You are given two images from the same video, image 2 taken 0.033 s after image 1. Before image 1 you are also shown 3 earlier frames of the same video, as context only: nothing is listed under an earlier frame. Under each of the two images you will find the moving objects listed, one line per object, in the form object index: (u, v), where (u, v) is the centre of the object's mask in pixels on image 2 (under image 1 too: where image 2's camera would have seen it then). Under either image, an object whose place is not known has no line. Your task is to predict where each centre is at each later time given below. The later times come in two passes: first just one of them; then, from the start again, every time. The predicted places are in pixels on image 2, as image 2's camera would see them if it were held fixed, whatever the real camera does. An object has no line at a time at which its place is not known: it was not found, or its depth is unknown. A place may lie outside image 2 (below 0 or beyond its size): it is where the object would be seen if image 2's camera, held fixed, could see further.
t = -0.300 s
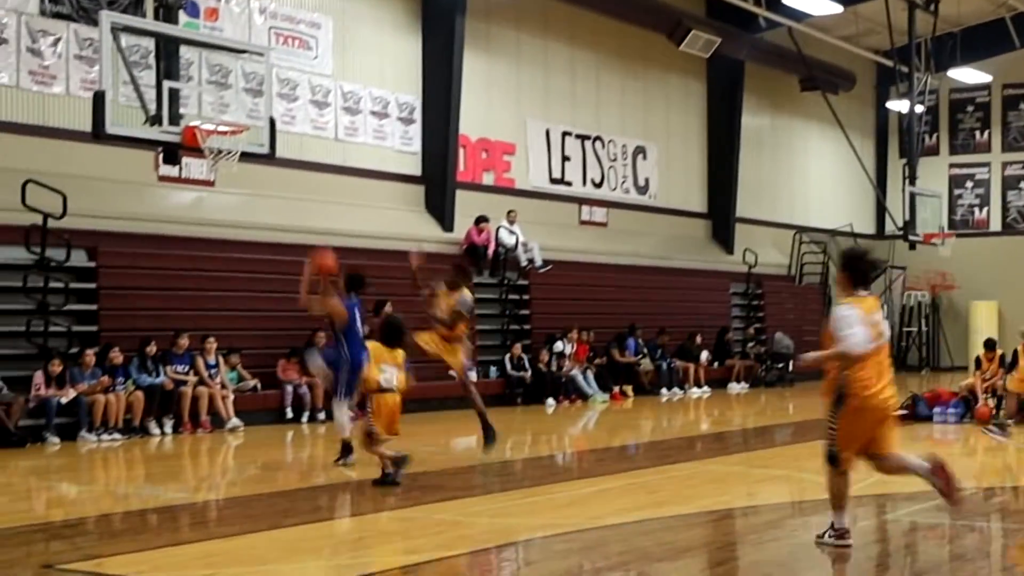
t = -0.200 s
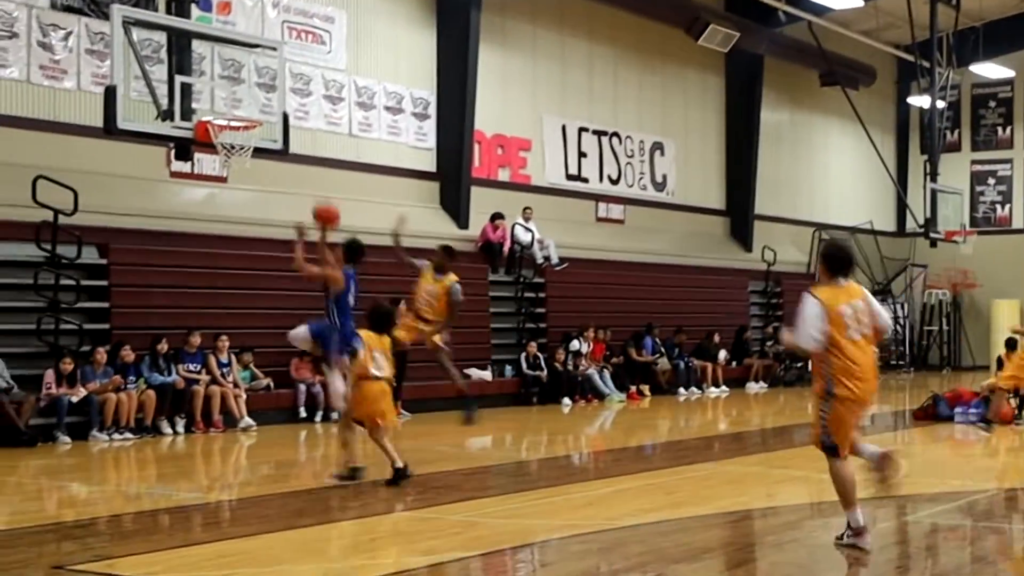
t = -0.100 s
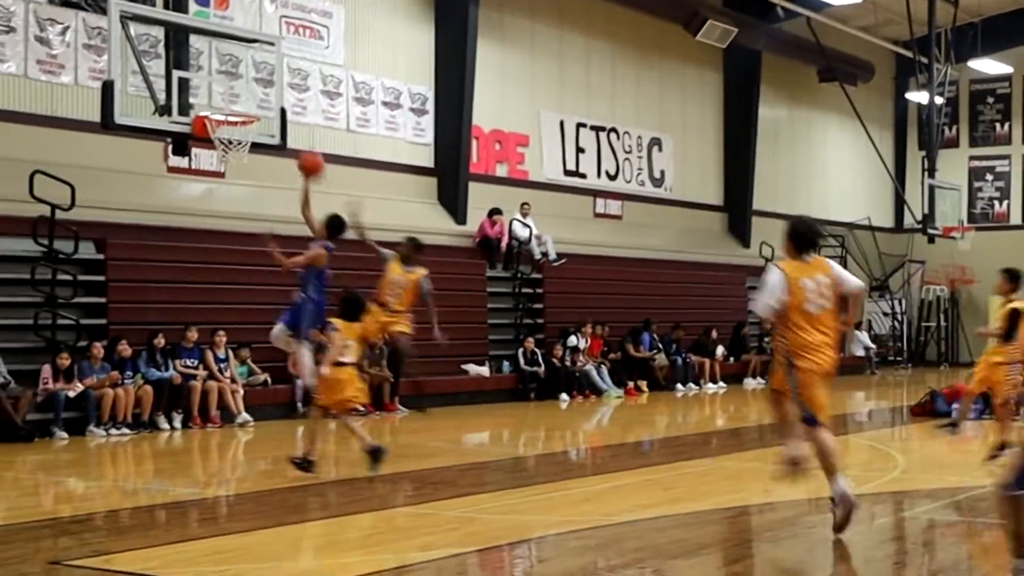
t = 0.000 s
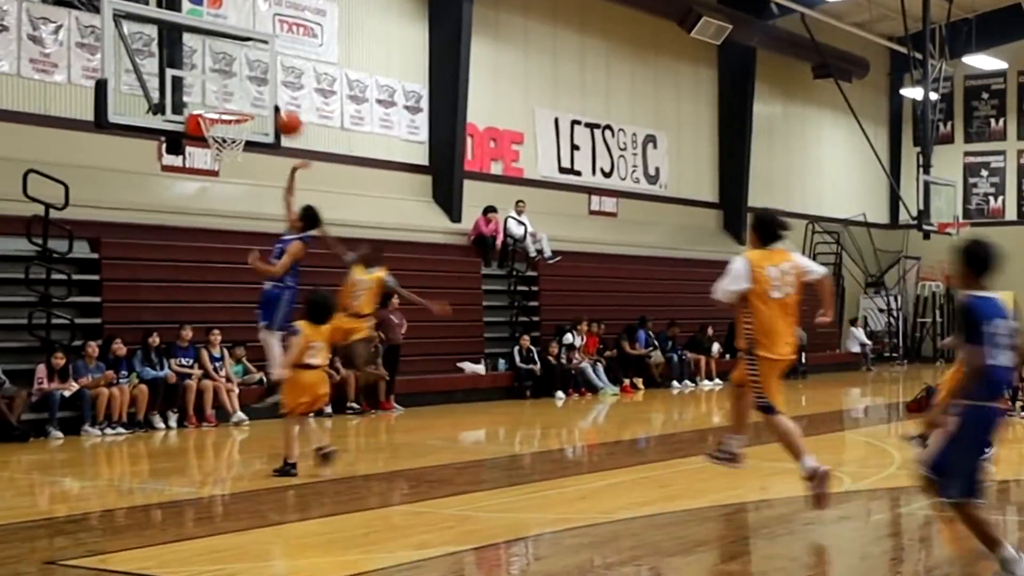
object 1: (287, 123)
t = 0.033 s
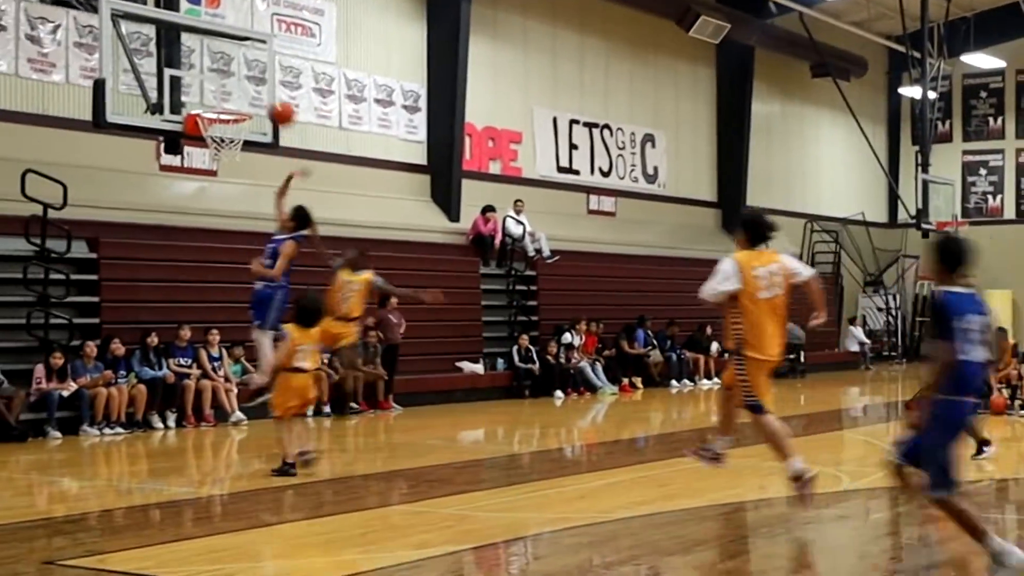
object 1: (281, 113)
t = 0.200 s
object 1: (254, 82)
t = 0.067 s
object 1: (276, 105)
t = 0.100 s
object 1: (270, 97)
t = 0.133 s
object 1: (265, 90)
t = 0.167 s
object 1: (260, 85)
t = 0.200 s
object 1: (254, 82)
